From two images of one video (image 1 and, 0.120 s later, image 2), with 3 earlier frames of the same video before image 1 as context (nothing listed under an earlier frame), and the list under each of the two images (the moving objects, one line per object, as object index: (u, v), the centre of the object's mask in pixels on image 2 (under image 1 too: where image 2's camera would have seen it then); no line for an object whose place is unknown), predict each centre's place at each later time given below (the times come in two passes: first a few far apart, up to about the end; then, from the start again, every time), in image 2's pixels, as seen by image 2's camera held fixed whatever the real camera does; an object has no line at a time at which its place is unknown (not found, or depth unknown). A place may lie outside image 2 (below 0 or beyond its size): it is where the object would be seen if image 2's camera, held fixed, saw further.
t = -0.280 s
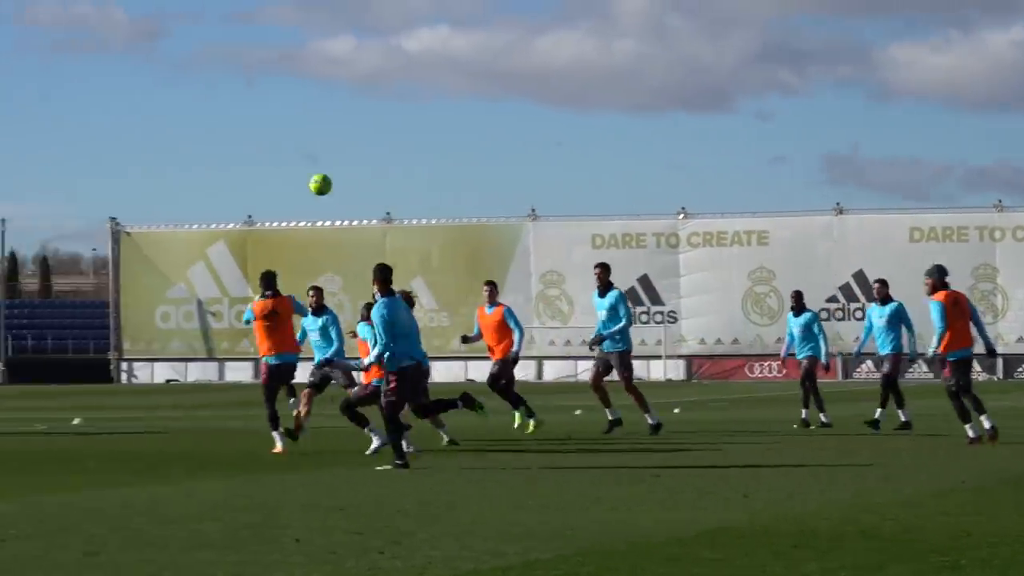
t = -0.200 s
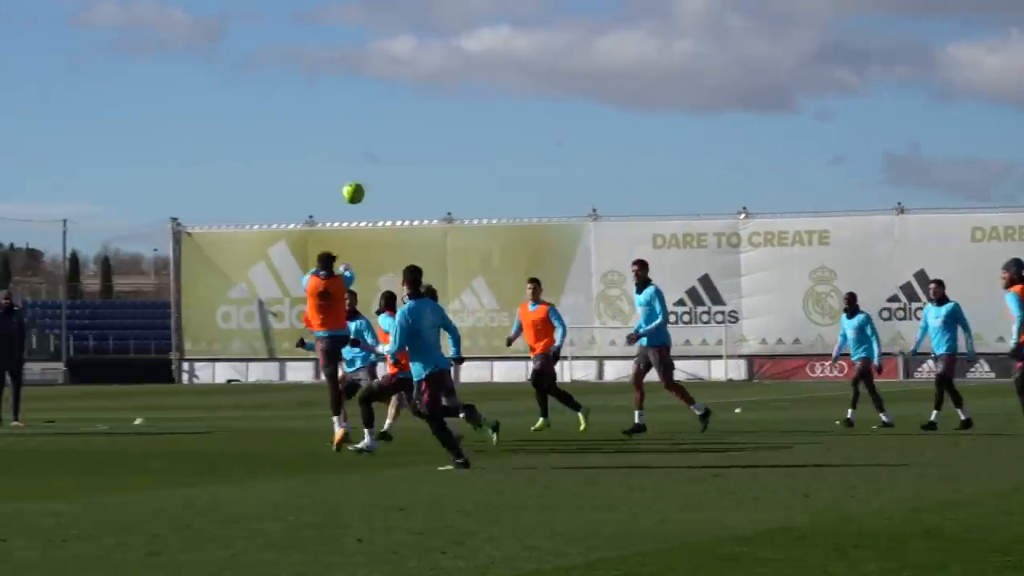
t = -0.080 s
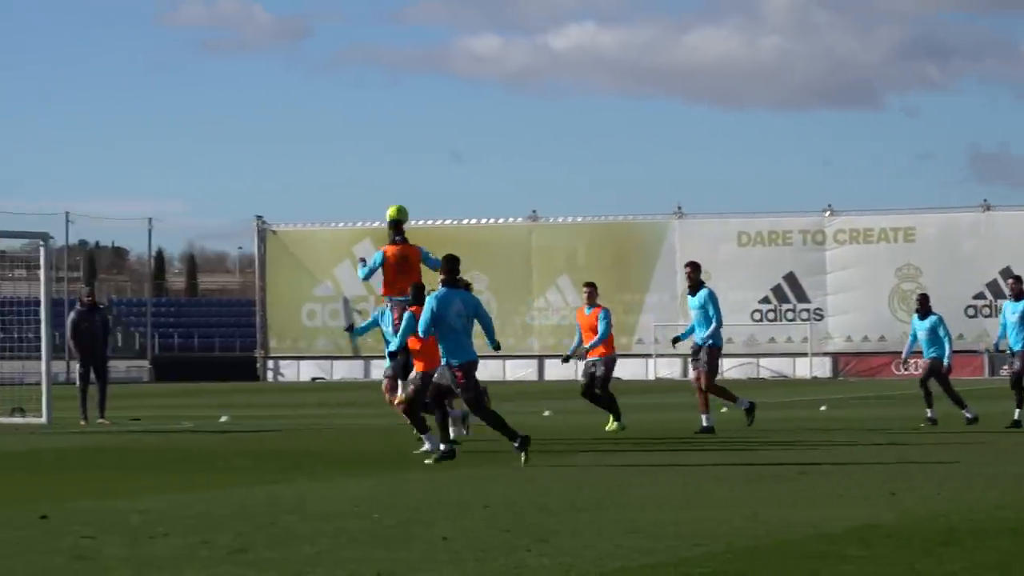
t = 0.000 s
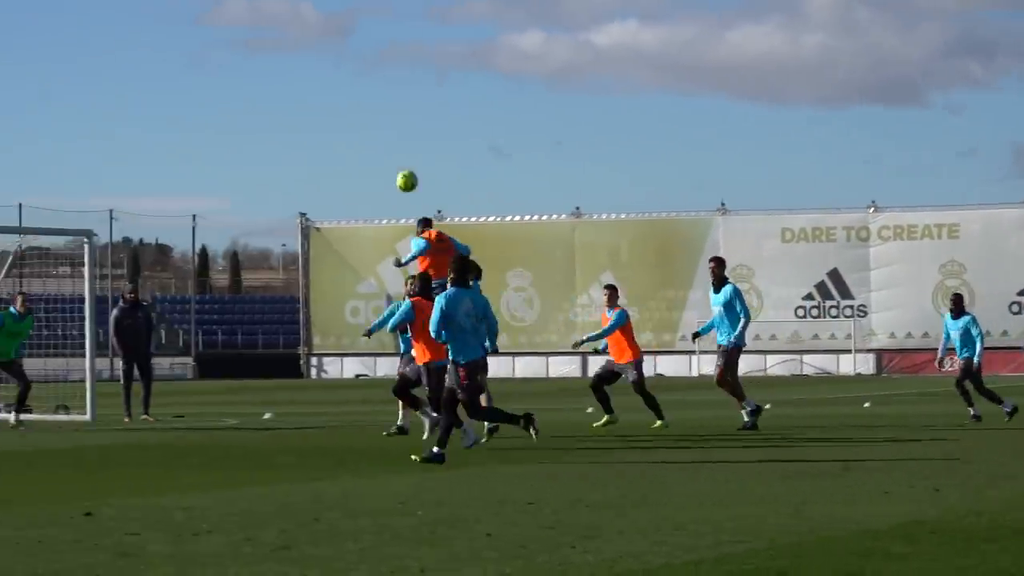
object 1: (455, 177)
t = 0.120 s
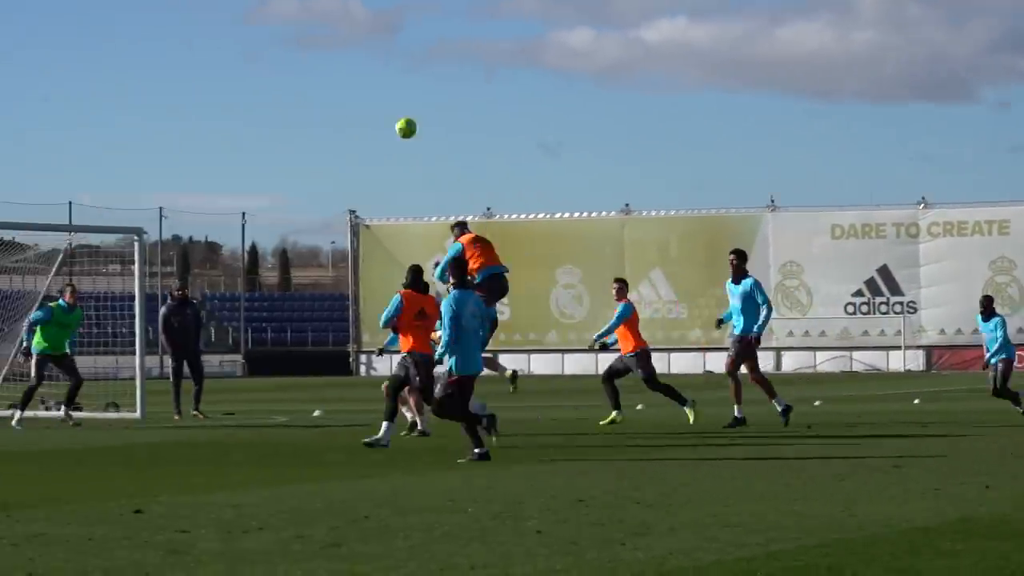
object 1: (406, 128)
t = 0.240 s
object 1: (357, 95)
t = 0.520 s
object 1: (247, 72)
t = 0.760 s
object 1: (159, 105)
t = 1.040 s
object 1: (68, 195)
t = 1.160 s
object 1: (31, 245)
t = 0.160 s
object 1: (389, 115)
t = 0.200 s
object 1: (373, 104)
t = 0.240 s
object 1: (357, 95)
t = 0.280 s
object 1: (341, 87)
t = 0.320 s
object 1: (325, 81)
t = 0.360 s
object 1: (309, 77)
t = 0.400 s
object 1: (293, 74)
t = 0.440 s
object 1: (277, 72)
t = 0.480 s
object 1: (262, 72)
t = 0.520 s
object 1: (247, 72)
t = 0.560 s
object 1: (232, 74)
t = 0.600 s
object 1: (217, 78)
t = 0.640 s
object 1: (203, 83)
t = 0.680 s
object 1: (188, 89)
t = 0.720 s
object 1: (174, 97)
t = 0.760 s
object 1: (159, 105)
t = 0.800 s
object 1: (145, 116)
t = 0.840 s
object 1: (132, 127)
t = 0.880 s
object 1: (119, 139)
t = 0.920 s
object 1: (106, 152)
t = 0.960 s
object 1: (93, 165)
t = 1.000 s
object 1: (80, 180)
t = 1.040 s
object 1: (68, 195)
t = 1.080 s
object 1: (56, 212)
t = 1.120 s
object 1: (44, 229)
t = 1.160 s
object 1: (31, 245)
